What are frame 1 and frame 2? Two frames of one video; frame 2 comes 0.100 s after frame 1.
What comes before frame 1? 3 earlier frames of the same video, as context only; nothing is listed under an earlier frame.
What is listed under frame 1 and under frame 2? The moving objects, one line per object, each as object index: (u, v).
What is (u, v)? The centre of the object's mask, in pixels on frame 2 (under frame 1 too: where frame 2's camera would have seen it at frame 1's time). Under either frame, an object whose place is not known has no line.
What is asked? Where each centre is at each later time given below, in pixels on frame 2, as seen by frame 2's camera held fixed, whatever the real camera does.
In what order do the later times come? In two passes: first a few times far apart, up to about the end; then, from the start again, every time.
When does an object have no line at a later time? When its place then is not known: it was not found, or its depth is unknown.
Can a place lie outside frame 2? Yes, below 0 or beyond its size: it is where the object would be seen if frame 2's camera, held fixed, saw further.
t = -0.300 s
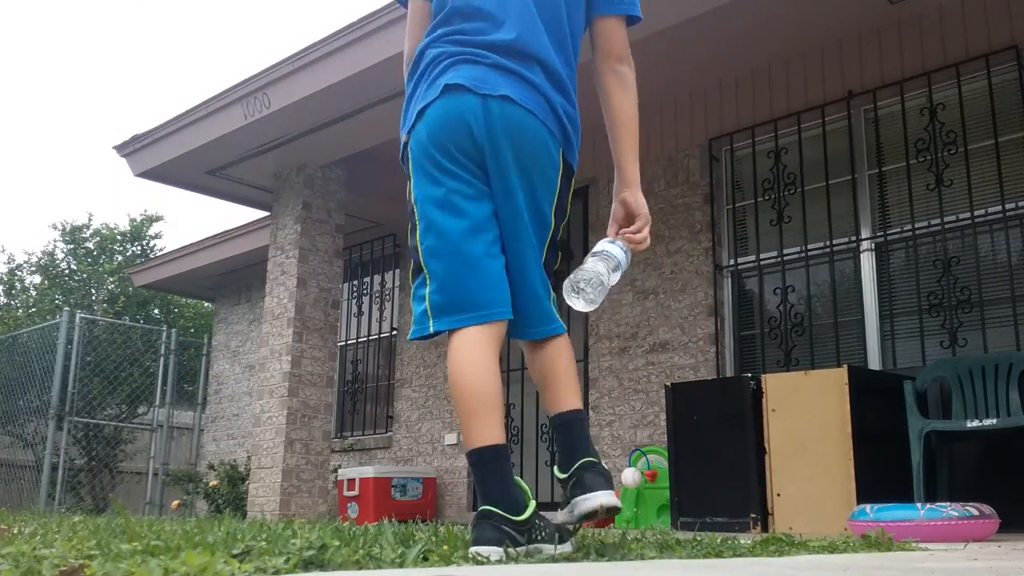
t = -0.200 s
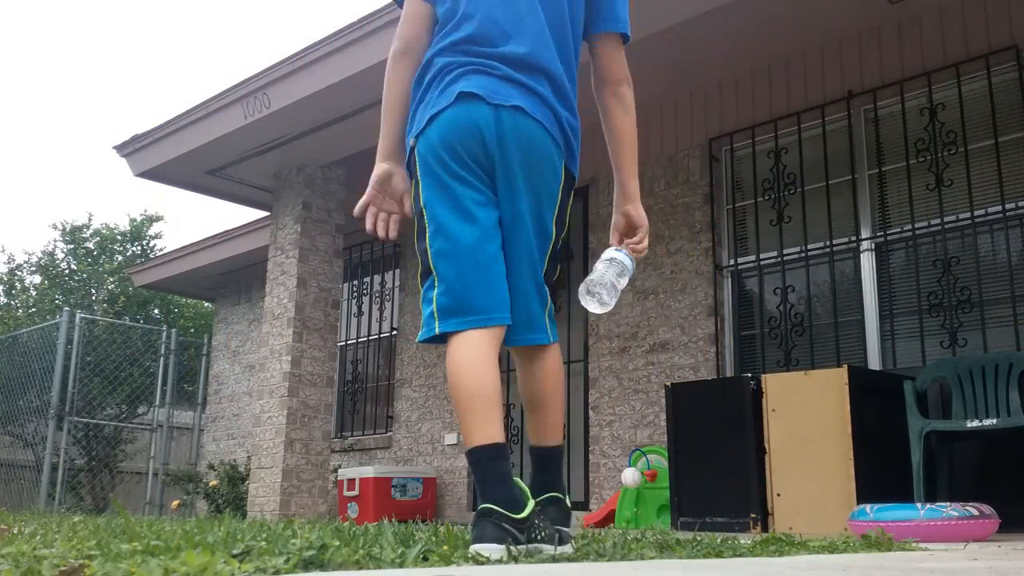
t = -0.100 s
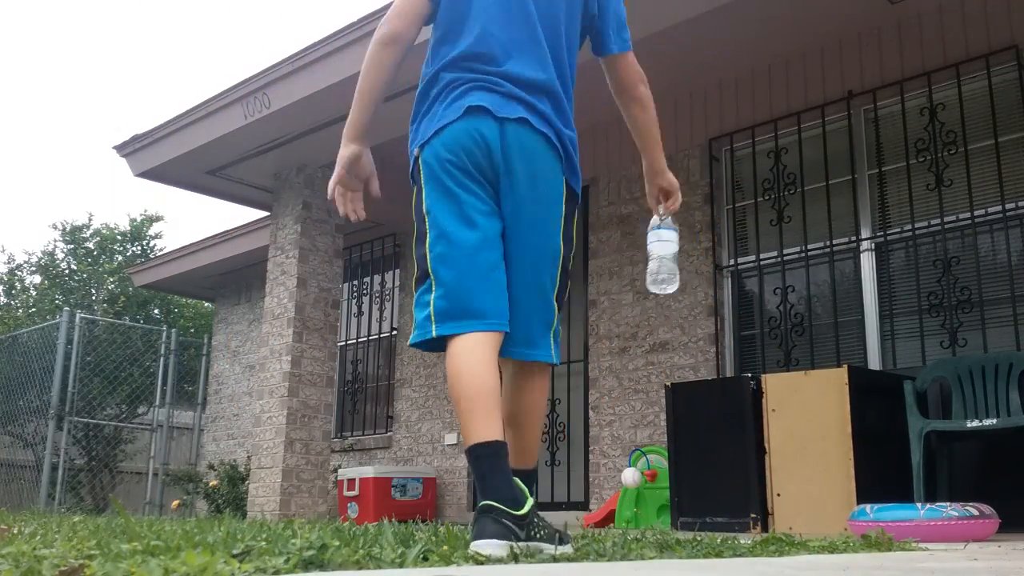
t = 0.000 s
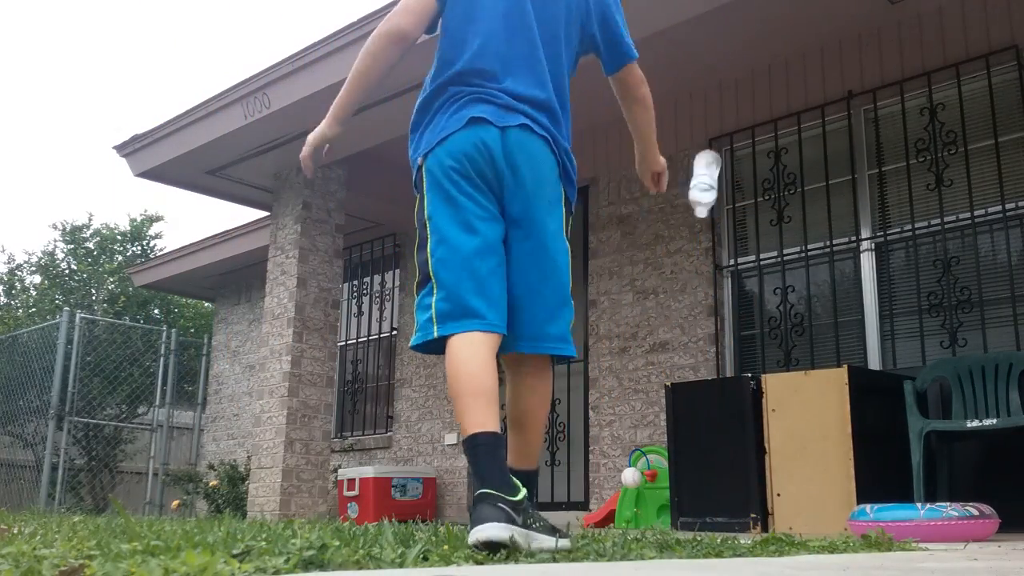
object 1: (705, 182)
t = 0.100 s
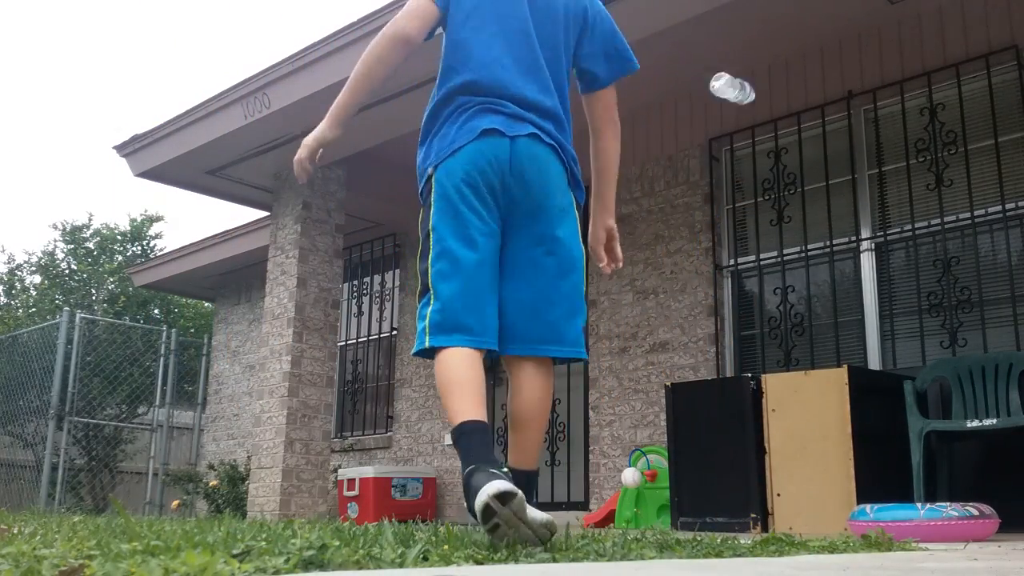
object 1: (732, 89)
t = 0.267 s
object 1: (759, 41)
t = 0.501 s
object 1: (793, 105)
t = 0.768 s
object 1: (832, 289)
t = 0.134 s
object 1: (737, 71)
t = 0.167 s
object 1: (743, 59)
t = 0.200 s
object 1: (749, 49)
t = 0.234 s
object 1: (754, 43)
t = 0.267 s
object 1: (759, 41)
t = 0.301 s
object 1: (764, 41)
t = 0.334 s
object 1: (769, 45)
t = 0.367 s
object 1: (773, 52)
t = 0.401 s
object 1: (778, 62)
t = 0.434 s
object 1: (783, 74)
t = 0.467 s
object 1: (788, 89)
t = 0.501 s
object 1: (793, 105)
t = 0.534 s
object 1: (797, 122)
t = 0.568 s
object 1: (802, 142)
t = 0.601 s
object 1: (808, 163)
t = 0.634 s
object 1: (812, 185)
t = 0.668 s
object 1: (818, 209)
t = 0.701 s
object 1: (823, 235)
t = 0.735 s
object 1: (828, 262)
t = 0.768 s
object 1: (832, 289)
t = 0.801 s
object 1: (837, 320)
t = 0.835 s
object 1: (841, 350)
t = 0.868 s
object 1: (833, 366)
